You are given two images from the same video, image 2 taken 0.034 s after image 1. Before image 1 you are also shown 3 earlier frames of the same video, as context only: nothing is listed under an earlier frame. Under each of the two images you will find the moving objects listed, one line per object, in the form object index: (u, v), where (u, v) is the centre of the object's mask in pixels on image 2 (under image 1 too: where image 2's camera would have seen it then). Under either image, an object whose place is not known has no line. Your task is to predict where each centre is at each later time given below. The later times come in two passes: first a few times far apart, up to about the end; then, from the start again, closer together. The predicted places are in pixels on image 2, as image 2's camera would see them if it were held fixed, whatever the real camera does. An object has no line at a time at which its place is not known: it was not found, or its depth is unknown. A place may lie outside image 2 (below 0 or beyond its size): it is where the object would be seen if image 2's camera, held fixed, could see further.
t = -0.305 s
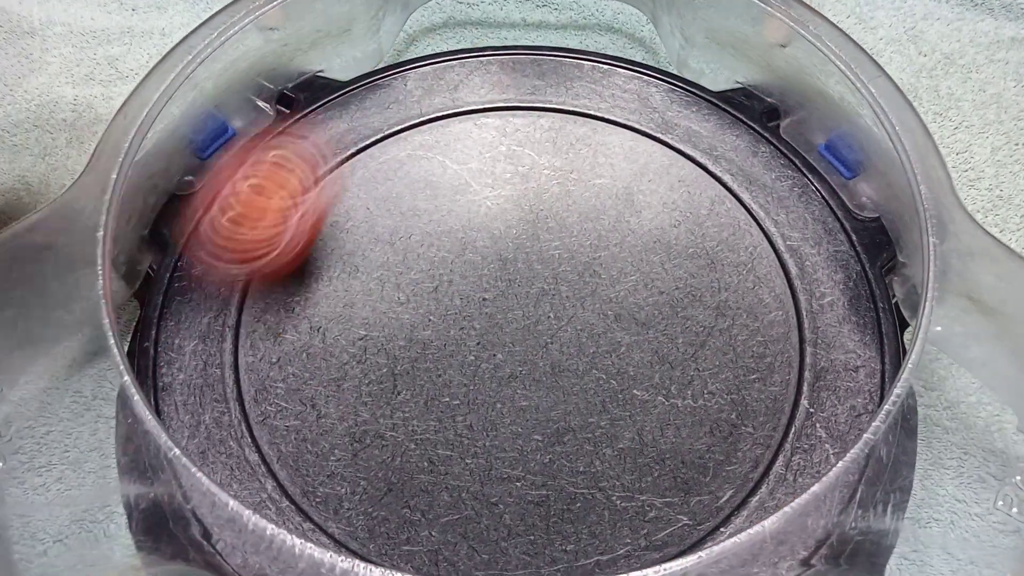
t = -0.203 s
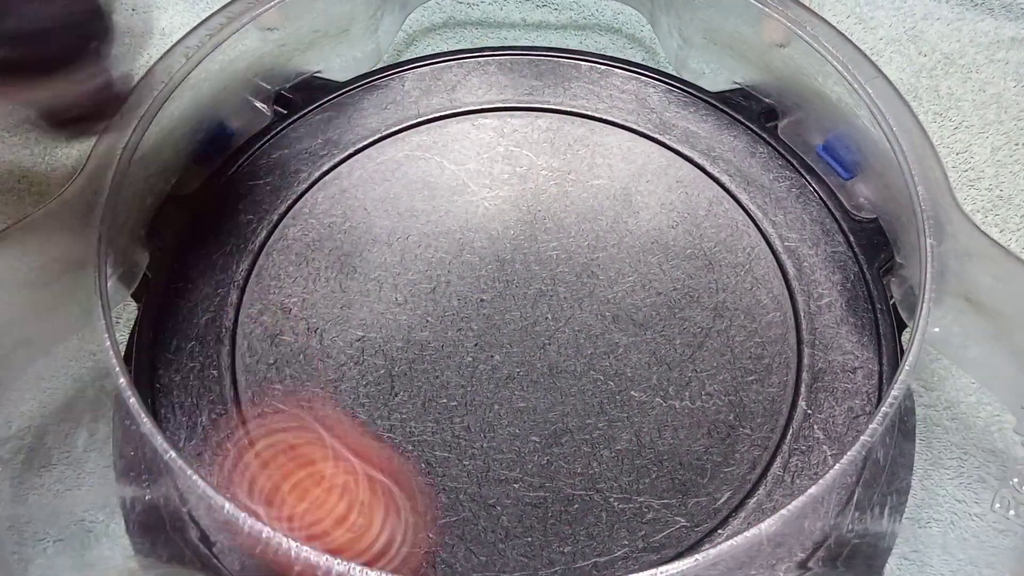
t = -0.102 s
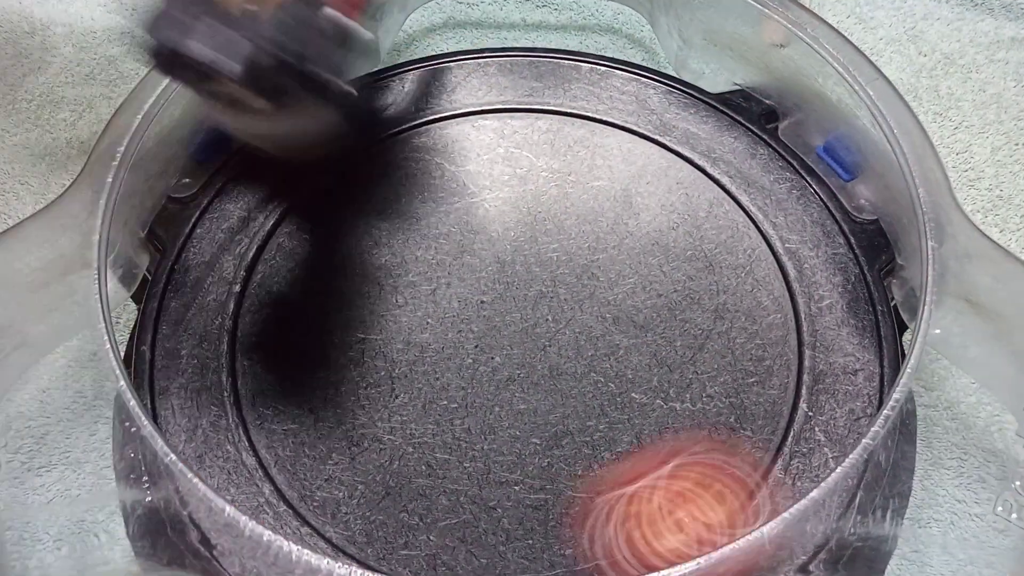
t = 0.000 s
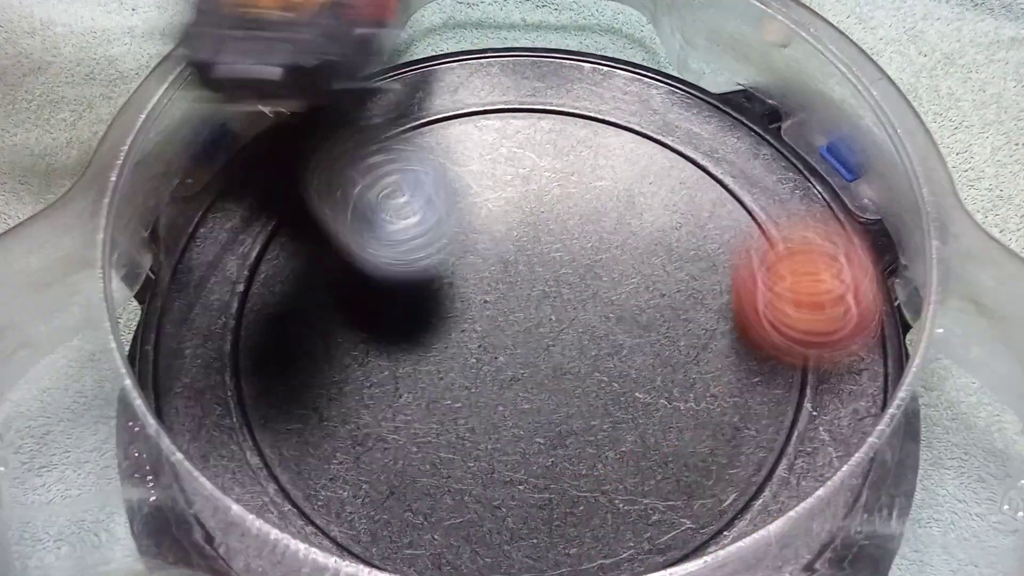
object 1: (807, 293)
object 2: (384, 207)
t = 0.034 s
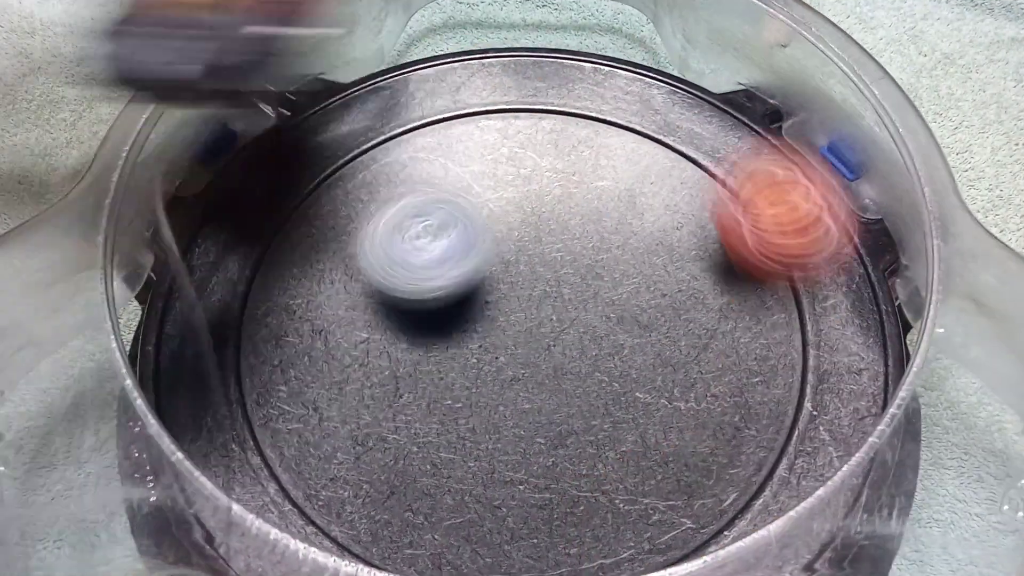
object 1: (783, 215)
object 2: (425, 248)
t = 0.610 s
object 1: (518, 466)
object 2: (791, 168)
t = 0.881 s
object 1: (404, 300)
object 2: (491, 119)
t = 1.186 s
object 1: (457, 539)
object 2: (535, 93)
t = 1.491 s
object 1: (601, 526)
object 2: (833, 221)
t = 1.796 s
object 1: (317, 430)
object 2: (441, 219)
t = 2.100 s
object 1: (471, 462)
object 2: (478, 56)
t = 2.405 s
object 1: (636, 515)
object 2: (649, 91)
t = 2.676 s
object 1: (539, 412)
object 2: (601, 247)
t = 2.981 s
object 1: (369, 485)
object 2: (482, 158)
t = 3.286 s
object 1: (399, 413)
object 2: (511, 220)
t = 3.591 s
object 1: (394, 406)
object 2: (474, 184)
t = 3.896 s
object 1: (431, 355)
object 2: (547, 237)
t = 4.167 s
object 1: (432, 412)
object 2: (534, 305)
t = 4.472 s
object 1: (542, 438)
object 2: (474, 254)
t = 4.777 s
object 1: (572, 399)
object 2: (551, 172)
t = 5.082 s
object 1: (459, 427)
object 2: (650, 177)
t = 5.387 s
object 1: (449, 496)
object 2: (688, 191)
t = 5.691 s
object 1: (396, 345)
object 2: (516, 241)
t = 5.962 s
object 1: (301, 340)
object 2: (414, 182)
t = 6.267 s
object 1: (446, 321)
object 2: (438, 193)
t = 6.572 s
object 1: (592, 346)
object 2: (555, 154)
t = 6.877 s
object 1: (659, 379)
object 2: (578, 166)
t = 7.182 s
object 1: (607, 436)
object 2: (527, 154)
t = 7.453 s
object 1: (475, 416)
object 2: (447, 237)
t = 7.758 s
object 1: (391, 391)
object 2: (384, 256)
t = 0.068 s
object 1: (730, 154)
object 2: (469, 218)
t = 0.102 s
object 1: (659, 108)
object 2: (520, 194)
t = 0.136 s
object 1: (565, 82)
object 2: (562, 184)
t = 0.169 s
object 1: (477, 83)
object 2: (609, 200)
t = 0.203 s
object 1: (375, 110)
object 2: (647, 205)
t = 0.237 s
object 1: (302, 157)
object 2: (678, 204)
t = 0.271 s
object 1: (250, 236)
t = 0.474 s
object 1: (652, 514)
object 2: (749, 395)
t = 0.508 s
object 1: (620, 506)
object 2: (783, 329)
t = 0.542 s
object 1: (582, 502)
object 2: (802, 268)
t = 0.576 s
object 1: (549, 487)
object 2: (800, 214)
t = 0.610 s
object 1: (518, 466)
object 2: (791, 168)
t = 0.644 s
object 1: (492, 445)
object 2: (754, 146)
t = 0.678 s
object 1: (471, 420)
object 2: (715, 131)
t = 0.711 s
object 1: (452, 399)
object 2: (676, 117)
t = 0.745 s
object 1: (437, 376)
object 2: (634, 109)
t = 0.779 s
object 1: (424, 356)
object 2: (596, 105)
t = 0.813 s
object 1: (415, 334)
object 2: (562, 103)
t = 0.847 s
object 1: (408, 317)
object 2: (526, 110)
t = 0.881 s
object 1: (404, 300)
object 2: (491, 119)
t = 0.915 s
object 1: (402, 286)
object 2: (458, 139)
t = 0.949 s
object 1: (403, 274)
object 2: (429, 161)
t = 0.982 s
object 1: (389, 311)
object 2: (412, 155)
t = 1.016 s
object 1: (369, 384)
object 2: (422, 115)
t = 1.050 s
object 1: (354, 447)
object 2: (441, 101)
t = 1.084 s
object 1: (361, 490)
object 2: (461, 95)
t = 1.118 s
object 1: (377, 520)
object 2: (484, 86)
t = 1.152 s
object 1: (409, 542)
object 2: (509, 88)
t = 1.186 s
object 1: (457, 539)
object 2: (535, 93)
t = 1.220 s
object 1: (504, 536)
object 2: (565, 106)
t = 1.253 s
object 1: (550, 531)
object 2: (592, 121)
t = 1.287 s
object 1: (595, 522)
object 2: (625, 153)
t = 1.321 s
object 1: (635, 508)
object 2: (661, 188)
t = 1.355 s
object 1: (667, 490)
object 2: (694, 226)
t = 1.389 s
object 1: (693, 464)
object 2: (725, 269)
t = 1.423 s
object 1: (697, 455)
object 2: (756, 307)
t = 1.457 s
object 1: (659, 500)
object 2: (809, 261)
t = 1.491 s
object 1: (601, 526)
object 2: (833, 221)
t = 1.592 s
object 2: (683, 203)
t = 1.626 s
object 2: (635, 202)
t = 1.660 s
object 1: (372, 519)
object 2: (583, 206)
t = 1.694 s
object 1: (339, 510)
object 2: (540, 209)
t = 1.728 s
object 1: (328, 481)
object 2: (503, 211)
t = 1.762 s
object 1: (316, 464)
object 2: (469, 214)
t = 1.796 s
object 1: (317, 430)
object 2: (441, 219)
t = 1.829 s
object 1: (327, 402)
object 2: (420, 222)
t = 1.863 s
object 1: (344, 369)
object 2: (402, 226)
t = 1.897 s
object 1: (361, 346)
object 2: (392, 228)
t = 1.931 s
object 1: (373, 360)
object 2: (397, 195)
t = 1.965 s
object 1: (388, 386)
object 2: (406, 157)
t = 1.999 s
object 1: (410, 406)
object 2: (418, 132)
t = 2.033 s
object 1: (431, 425)
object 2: (434, 100)
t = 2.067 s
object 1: (452, 444)
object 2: (455, 73)
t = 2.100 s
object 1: (471, 462)
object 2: (478, 56)
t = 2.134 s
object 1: (490, 479)
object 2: (500, 41)
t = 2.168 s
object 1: (508, 495)
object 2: (524, 35)
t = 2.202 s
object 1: (528, 503)
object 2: (549, 43)
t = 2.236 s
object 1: (549, 509)
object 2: (572, 51)
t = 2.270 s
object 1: (568, 515)
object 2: (593, 61)
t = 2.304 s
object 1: (586, 518)
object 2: (612, 70)
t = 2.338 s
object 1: (605, 521)
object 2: (628, 76)
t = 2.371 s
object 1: (622, 522)
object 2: (641, 83)
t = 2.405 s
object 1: (636, 515)
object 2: (649, 91)
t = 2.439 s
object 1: (645, 507)
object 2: (654, 105)
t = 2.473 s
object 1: (652, 494)
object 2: (658, 126)
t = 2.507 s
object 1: (649, 473)
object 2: (661, 149)
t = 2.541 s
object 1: (641, 447)
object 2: (662, 180)
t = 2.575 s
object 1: (627, 423)
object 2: (656, 214)
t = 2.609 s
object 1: (608, 401)
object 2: (642, 246)
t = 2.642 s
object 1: (578, 394)
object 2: (622, 262)
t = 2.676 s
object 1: (539, 412)
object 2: (601, 247)
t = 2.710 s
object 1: (505, 423)
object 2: (581, 237)
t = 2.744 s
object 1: (474, 434)
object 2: (560, 230)
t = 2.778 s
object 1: (450, 445)
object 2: (540, 222)
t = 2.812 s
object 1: (430, 453)
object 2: (522, 212)
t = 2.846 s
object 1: (412, 462)
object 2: (506, 202)
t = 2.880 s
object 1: (398, 469)
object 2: (496, 191)
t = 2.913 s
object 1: (385, 476)
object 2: (487, 179)
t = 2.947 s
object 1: (376, 481)
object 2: (483, 167)
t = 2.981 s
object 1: (369, 485)
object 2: (482, 158)
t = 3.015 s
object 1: (362, 486)
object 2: (485, 148)
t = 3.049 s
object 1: (360, 486)
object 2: (487, 142)
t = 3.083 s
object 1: (360, 486)
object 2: (496, 138)
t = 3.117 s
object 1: (363, 485)
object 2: (507, 142)
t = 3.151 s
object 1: (369, 478)
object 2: (515, 148)
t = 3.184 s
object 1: (377, 466)
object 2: (521, 162)
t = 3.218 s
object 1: (384, 449)
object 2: (522, 178)
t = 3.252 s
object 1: (392, 432)
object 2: (520, 199)
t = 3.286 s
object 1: (399, 413)
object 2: (511, 220)
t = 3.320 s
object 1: (404, 392)
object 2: (502, 238)
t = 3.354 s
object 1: (407, 367)
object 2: (487, 255)
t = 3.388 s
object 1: (396, 368)
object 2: (478, 251)
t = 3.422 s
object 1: (384, 379)
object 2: (472, 232)
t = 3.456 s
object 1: (377, 387)
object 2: (467, 216)
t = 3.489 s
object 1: (374, 394)
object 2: (465, 204)
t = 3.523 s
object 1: (376, 400)
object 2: (465, 195)
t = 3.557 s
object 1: (383, 405)
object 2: (468, 189)
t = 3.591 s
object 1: (394, 406)
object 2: (474, 184)
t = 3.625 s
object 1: (407, 401)
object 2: (482, 183)
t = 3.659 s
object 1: (419, 392)
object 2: (491, 184)
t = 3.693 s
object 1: (431, 381)
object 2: (502, 193)
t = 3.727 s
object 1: (440, 368)
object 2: (510, 203)
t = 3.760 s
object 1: (449, 353)
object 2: (516, 215)
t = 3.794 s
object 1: (454, 338)
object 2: (522, 232)
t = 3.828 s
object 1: (446, 343)
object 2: (533, 232)
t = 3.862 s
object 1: (436, 348)
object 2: (542, 234)
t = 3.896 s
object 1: (431, 355)
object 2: (547, 237)
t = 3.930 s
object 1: (431, 359)
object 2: (549, 243)
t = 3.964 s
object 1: (433, 362)
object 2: (548, 255)
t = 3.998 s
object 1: (439, 364)
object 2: (547, 267)
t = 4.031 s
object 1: (442, 368)
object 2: (545, 277)
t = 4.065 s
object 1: (434, 380)
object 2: (549, 281)
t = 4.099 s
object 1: (428, 392)
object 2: (550, 287)
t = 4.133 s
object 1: (428, 403)
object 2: (543, 296)
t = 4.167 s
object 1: (432, 412)
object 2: (534, 305)
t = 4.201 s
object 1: (440, 420)
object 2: (520, 312)
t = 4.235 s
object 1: (445, 435)
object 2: (510, 310)
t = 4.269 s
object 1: (452, 448)
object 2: (498, 307)
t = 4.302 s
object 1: (463, 457)
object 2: (486, 301)
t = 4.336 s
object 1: (476, 465)
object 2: (476, 293)
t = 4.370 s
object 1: (493, 466)
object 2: (471, 284)
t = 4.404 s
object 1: (511, 462)
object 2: (467, 274)
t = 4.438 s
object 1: (528, 453)
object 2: (469, 265)
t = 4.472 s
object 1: (542, 438)
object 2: (474, 254)
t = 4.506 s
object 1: (551, 421)
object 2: (481, 247)
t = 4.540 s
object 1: (556, 399)
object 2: (490, 243)
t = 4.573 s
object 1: (556, 377)
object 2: (500, 242)
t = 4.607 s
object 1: (550, 358)
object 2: (512, 242)
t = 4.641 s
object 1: (553, 372)
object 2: (515, 222)
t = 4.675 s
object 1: (555, 385)
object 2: (518, 199)
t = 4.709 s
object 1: (559, 393)
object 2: (525, 186)
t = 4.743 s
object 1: (565, 398)
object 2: (537, 178)
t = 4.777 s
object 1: (572, 399)
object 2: (551, 172)
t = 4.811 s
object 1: (579, 395)
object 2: (568, 171)
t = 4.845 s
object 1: (584, 389)
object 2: (584, 173)
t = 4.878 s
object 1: (585, 380)
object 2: (597, 181)
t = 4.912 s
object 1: (581, 368)
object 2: (606, 193)
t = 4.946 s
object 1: (573, 357)
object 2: (613, 206)
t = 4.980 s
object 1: (562, 348)
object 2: (615, 223)
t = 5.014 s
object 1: (540, 355)
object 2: (614, 234)
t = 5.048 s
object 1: (496, 391)
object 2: (634, 203)
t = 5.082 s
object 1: (459, 427)
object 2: (650, 177)
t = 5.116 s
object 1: (430, 457)
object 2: (667, 156)
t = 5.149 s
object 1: (410, 482)
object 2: (681, 146)
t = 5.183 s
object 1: (400, 498)
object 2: (694, 139)
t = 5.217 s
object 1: (396, 507)
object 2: (700, 146)
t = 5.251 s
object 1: (398, 513)
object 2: (702, 155)
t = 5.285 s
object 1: (407, 514)
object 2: (702, 163)
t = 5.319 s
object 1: (423, 511)
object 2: (700, 170)
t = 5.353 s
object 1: (436, 506)
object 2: (698, 178)
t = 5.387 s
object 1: (449, 496)
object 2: (688, 191)
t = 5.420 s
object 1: (458, 481)
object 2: (676, 202)
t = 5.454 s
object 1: (462, 464)
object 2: (660, 210)
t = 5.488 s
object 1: (460, 445)
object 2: (642, 218)
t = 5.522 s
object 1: (455, 426)
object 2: (622, 225)
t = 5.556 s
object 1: (446, 407)
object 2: (602, 230)
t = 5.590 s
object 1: (435, 389)
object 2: (580, 235)
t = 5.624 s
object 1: (422, 373)
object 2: (559, 238)
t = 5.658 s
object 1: (409, 359)
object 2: (538, 241)
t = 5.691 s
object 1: (396, 345)
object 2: (516, 241)
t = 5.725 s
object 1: (385, 331)
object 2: (496, 241)
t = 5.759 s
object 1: (374, 320)
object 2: (475, 239)
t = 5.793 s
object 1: (352, 320)
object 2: (461, 227)
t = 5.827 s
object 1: (333, 323)
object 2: (449, 214)
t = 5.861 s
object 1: (318, 326)
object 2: (439, 204)
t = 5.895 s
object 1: (309, 330)
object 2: (429, 196)
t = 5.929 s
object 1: (304, 335)
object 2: (423, 188)
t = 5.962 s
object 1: (301, 340)
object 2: (414, 182)
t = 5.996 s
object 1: (316, 349)
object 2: (405, 173)
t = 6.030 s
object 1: (331, 349)
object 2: (403, 171)
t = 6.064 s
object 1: (348, 348)
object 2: (403, 171)
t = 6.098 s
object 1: (368, 342)
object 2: (407, 174)
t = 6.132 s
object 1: (387, 333)
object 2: (411, 181)
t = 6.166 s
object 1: (404, 323)
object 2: (417, 189)
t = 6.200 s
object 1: (419, 316)
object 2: (419, 199)
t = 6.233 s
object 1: (430, 320)
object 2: (428, 195)
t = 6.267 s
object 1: (446, 321)
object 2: (438, 193)
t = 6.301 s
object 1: (464, 318)
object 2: (450, 193)
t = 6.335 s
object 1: (480, 314)
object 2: (463, 195)
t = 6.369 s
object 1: (494, 319)
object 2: (474, 195)
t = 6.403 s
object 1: (510, 334)
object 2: (486, 181)
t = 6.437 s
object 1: (527, 342)
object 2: (499, 168)
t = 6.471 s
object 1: (543, 345)
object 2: (512, 160)
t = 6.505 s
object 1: (560, 347)
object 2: (526, 155)
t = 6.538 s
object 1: (578, 348)
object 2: (541, 152)
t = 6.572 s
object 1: (592, 346)
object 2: (555, 154)
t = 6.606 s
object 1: (606, 344)
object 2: (571, 159)
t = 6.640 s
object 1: (619, 341)
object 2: (583, 168)
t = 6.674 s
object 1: (629, 336)
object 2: (592, 180)
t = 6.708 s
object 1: (638, 329)
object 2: (599, 192)
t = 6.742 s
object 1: (645, 322)
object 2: (602, 205)
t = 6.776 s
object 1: (648, 332)
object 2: (600, 211)
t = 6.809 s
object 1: (653, 353)
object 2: (592, 195)
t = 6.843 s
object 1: (656, 368)
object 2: (584, 178)
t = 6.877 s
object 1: (659, 379)
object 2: (578, 166)
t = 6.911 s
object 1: (661, 390)
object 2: (574, 156)
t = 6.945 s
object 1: (662, 397)
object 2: (569, 148)
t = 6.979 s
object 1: (659, 404)
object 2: (565, 142)
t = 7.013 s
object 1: (655, 411)
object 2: (560, 137)
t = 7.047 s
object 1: (649, 418)
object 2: (555, 135)
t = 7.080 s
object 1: (641, 423)
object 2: (550, 136)
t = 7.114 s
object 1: (631, 428)
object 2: (544, 140)
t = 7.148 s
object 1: (620, 432)
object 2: (536, 147)
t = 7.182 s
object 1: (607, 436)
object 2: (527, 154)
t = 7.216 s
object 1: (592, 438)
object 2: (520, 162)
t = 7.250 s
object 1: (577, 438)
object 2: (510, 172)
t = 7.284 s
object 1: (559, 437)
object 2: (500, 182)
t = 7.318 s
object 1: (543, 434)
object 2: (491, 192)
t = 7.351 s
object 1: (526, 429)
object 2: (483, 204)
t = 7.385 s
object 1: (508, 425)
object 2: (471, 216)
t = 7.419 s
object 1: (491, 421)
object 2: (459, 226)
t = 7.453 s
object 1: (475, 416)
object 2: (447, 237)
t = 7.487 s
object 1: (461, 411)
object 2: (436, 249)
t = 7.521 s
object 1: (446, 404)
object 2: (425, 262)
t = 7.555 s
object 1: (434, 398)
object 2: (414, 271)
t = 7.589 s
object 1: (421, 400)
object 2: (403, 272)
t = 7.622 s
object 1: (413, 401)
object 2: (398, 268)
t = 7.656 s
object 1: (406, 400)
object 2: (391, 264)
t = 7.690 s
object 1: (400, 398)
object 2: (386, 259)
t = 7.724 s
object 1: (394, 394)
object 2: (385, 258)
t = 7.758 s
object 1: (391, 391)
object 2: (384, 256)
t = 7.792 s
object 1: (390, 384)
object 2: (387, 254)
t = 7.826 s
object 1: (391, 377)
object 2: (392, 252)
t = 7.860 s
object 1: (392, 373)
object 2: (398, 251)
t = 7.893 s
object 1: (400, 381)
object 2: (407, 233)
